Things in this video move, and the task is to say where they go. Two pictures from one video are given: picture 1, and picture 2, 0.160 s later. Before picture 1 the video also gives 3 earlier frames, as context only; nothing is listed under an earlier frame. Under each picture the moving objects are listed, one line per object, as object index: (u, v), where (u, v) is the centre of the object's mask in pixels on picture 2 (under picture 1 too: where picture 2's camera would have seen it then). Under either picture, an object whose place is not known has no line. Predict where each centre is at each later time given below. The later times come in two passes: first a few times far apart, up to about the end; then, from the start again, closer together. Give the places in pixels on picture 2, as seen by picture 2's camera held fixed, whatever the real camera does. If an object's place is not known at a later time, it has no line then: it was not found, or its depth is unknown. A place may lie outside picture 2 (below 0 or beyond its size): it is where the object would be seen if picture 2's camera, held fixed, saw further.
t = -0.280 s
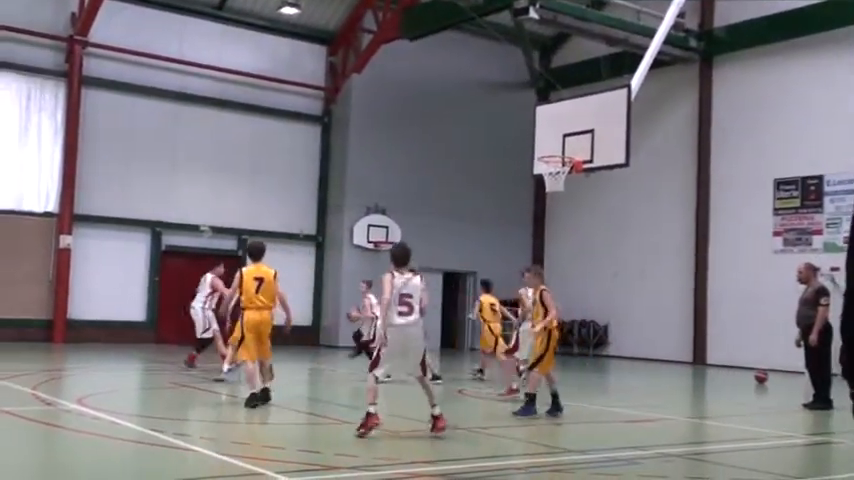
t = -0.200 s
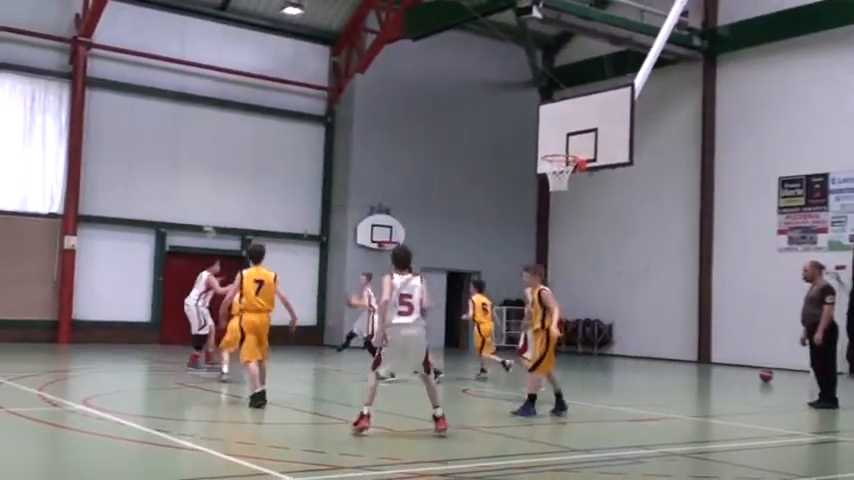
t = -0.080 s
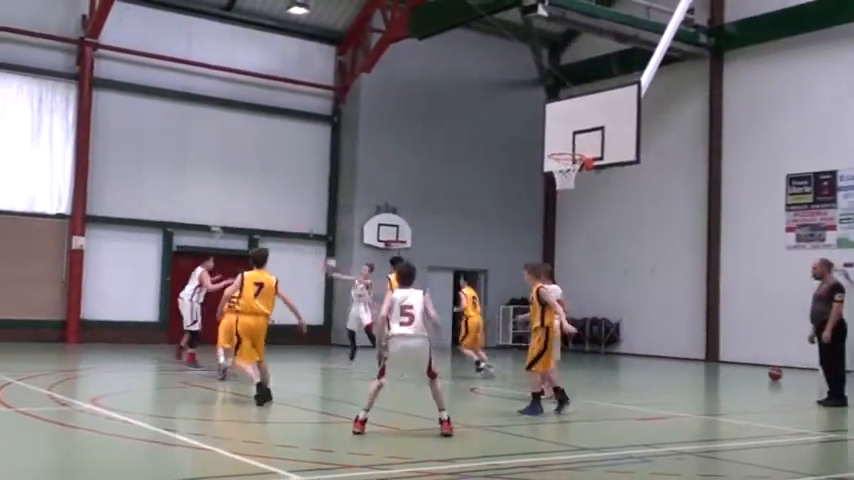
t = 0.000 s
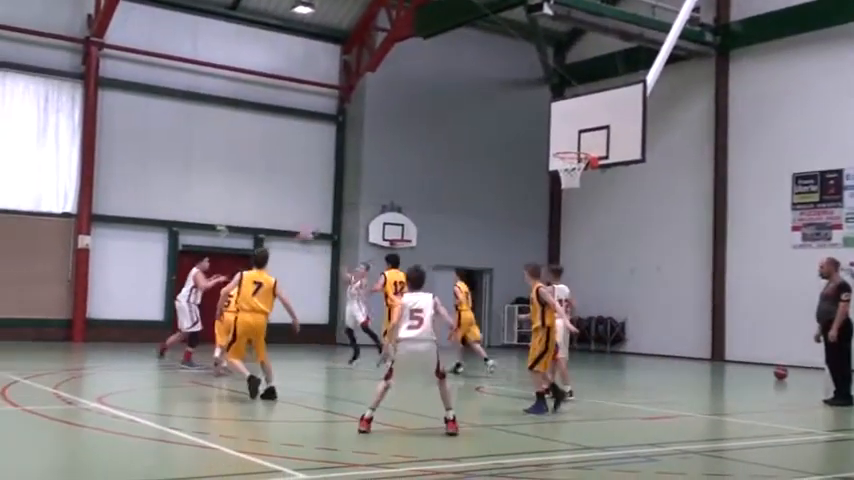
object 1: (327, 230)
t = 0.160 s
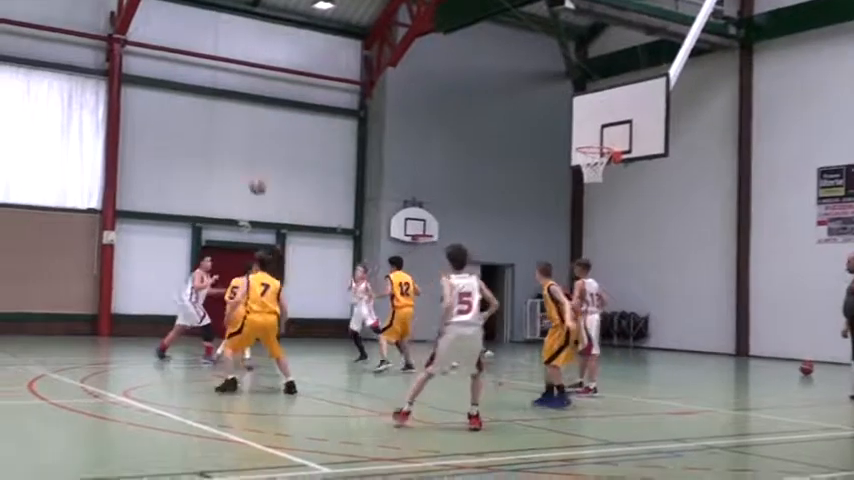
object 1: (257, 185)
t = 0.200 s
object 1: (240, 175)
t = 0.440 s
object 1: (114, 133)
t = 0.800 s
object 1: (-148, 146)
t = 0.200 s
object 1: (240, 175)
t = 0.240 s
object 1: (220, 165)
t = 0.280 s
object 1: (200, 156)
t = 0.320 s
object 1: (179, 148)
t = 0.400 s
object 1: (136, 137)
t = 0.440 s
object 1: (114, 133)
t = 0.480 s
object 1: (89, 130)
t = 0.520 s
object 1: (64, 125)
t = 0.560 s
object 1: (37, 124)
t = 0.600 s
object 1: (9, 124)
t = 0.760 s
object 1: (-112, 140)
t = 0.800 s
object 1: (-148, 146)
